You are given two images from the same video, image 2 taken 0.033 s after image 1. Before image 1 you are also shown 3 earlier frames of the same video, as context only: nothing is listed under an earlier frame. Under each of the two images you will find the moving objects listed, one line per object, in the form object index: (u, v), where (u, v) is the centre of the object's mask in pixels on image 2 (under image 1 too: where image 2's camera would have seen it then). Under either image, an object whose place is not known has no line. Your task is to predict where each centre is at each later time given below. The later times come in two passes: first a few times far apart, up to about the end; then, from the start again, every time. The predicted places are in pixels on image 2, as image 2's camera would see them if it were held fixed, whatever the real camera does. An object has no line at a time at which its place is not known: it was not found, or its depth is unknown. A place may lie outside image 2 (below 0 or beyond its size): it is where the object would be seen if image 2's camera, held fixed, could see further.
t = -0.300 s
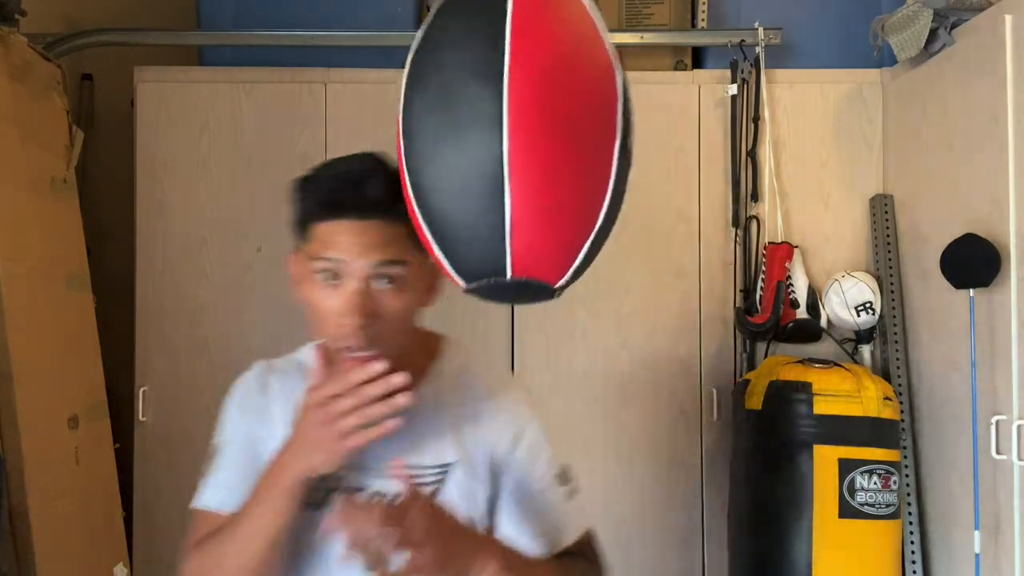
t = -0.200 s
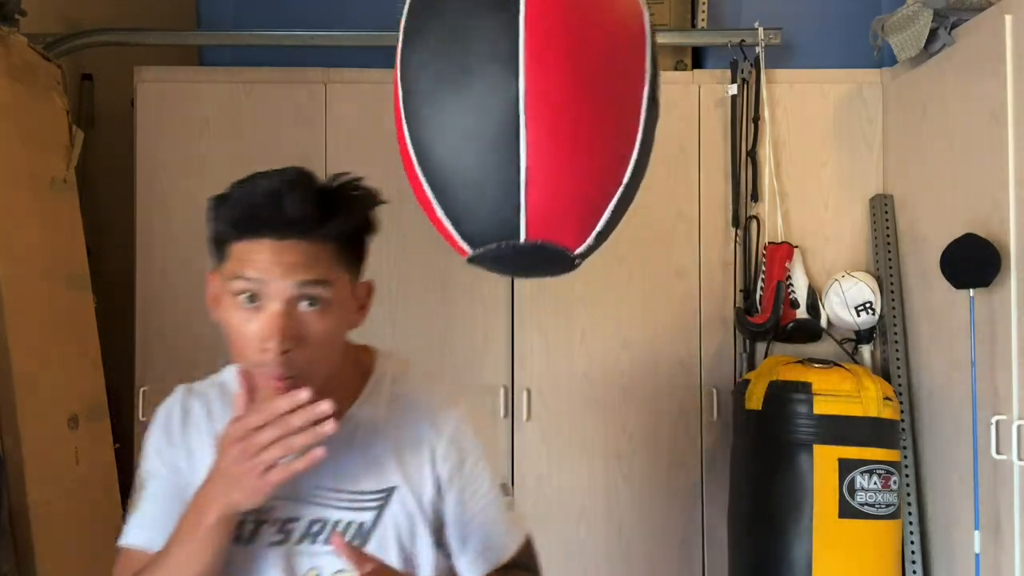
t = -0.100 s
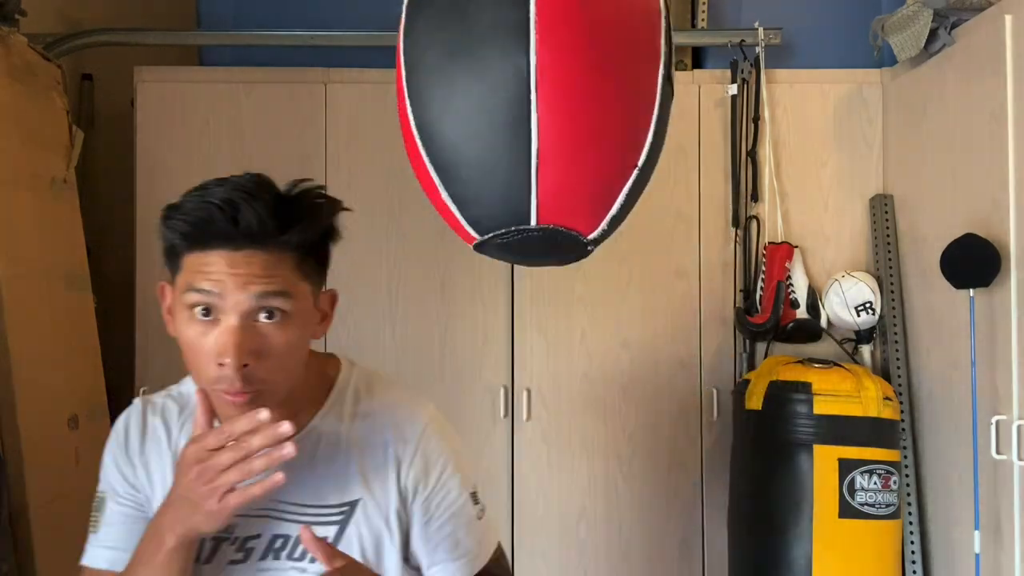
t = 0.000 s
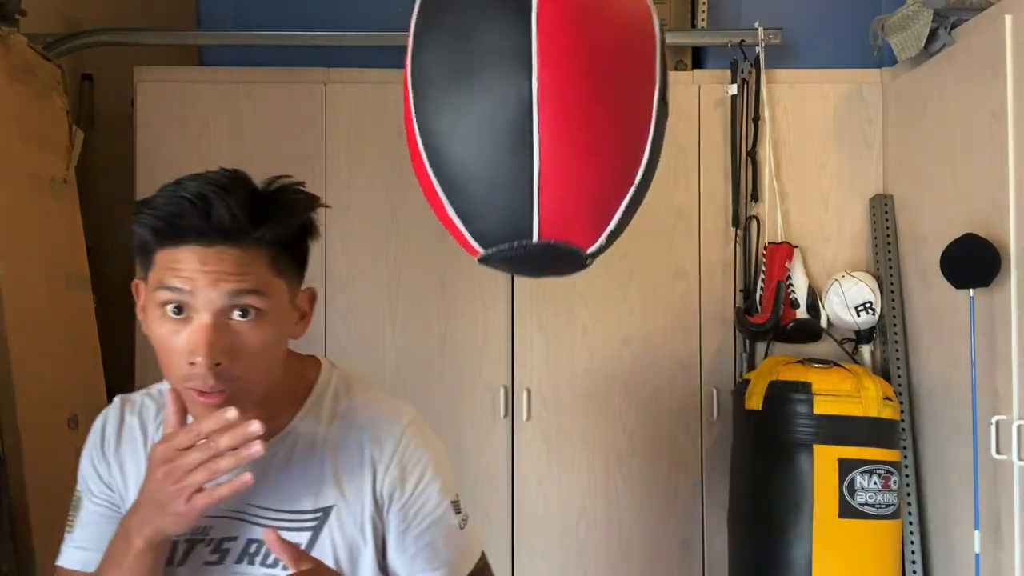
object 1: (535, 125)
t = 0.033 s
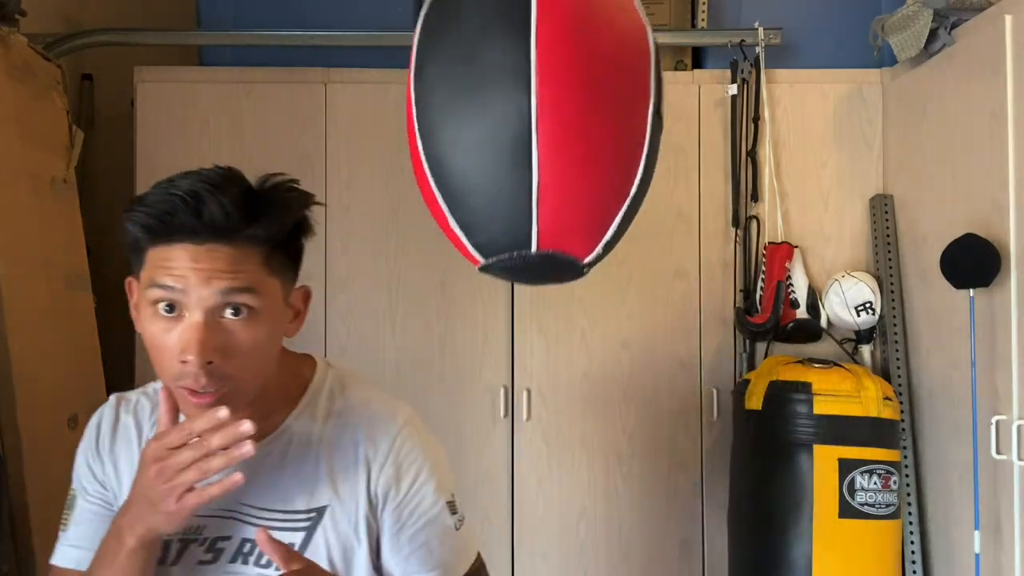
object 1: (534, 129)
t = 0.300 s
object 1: (514, 216)
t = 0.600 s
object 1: (492, 250)
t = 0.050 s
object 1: (532, 131)
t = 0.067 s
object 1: (531, 136)
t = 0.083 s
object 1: (530, 139)
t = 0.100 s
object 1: (529, 143)
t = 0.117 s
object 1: (528, 147)
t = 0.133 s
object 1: (526, 151)
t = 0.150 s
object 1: (525, 157)
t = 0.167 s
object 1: (524, 163)
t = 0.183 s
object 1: (523, 170)
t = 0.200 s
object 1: (522, 177)
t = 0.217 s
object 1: (521, 184)
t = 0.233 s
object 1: (519, 190)
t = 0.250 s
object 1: (518, 197)
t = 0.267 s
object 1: (516, 204)
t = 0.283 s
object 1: (515, 211)
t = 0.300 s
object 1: (514, 216)
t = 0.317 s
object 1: (512, 220)
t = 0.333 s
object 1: (510, 225)
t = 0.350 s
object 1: (509, 229)
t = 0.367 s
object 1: (508, 233)
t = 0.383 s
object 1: (508, 237)
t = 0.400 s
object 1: (506, 240)
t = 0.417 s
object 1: (505, 242)
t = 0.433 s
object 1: (503, 243)
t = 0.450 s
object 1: (502, 245)
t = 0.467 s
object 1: (501, 247)
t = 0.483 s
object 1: (499, 248)
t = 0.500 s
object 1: (499, 249)
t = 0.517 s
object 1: (497, 250)
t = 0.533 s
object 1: (497, 250)
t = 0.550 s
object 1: (496, 251)
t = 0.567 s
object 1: (495, 250)
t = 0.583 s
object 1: (493, 250)
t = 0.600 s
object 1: (492, 250)
